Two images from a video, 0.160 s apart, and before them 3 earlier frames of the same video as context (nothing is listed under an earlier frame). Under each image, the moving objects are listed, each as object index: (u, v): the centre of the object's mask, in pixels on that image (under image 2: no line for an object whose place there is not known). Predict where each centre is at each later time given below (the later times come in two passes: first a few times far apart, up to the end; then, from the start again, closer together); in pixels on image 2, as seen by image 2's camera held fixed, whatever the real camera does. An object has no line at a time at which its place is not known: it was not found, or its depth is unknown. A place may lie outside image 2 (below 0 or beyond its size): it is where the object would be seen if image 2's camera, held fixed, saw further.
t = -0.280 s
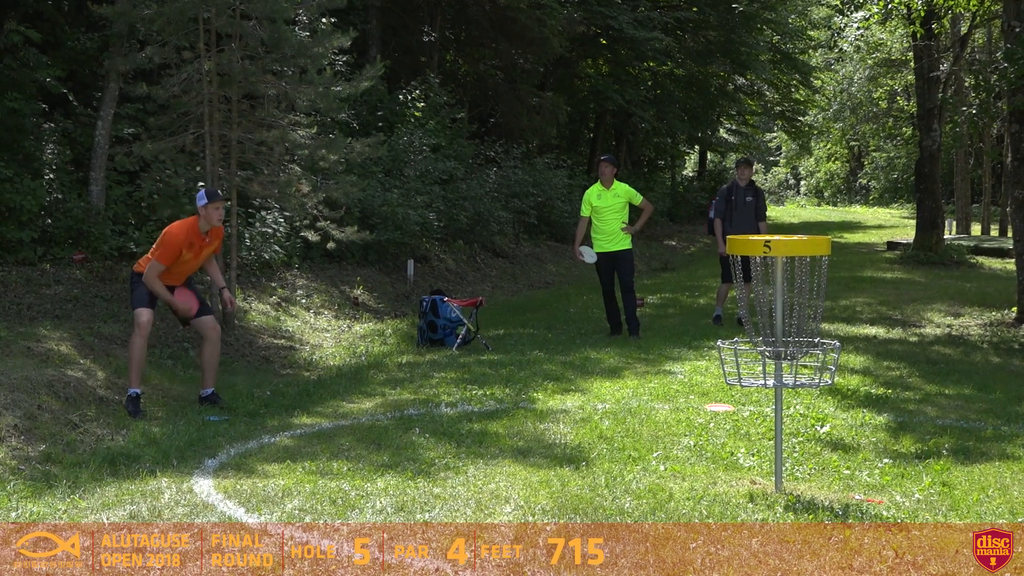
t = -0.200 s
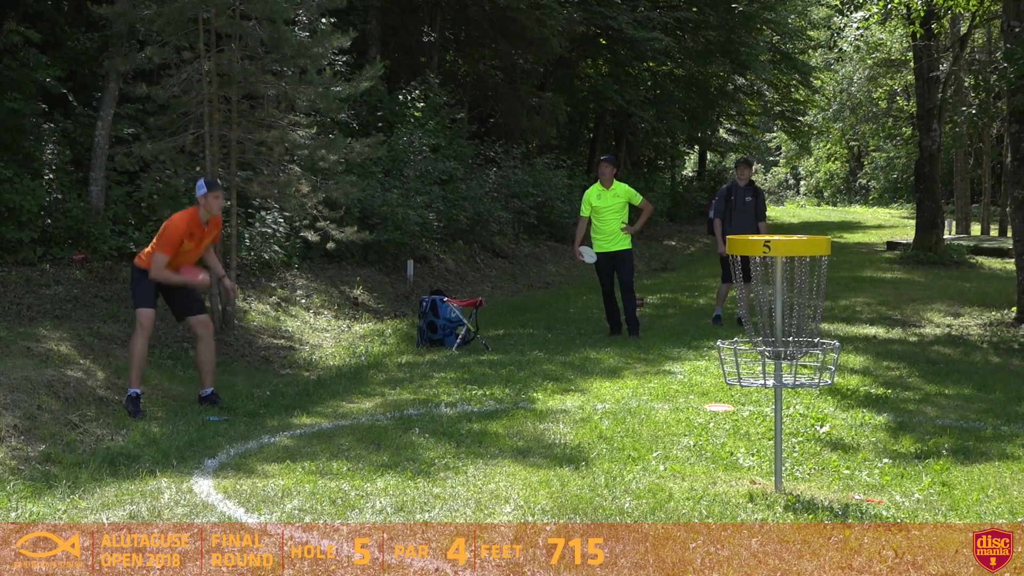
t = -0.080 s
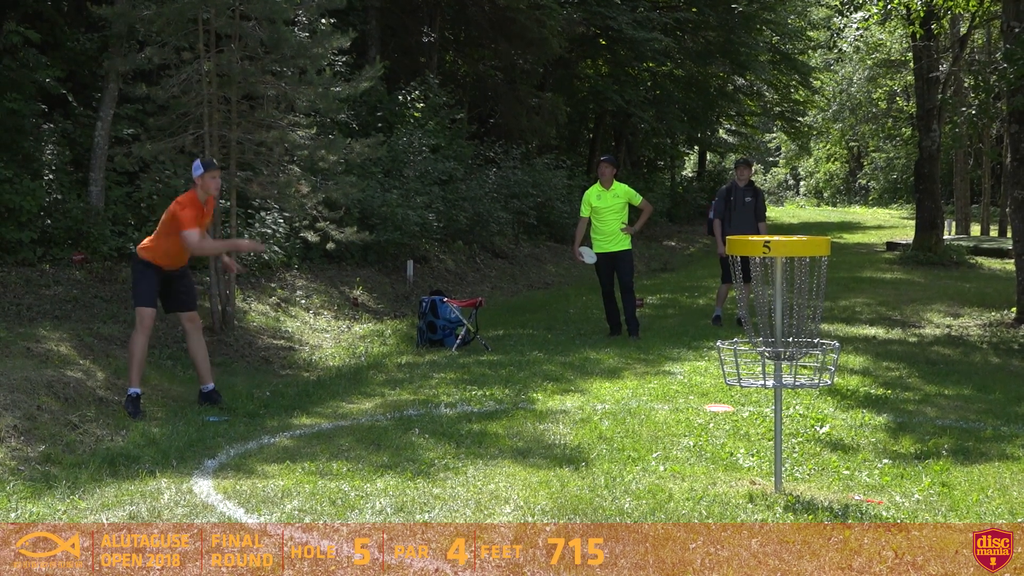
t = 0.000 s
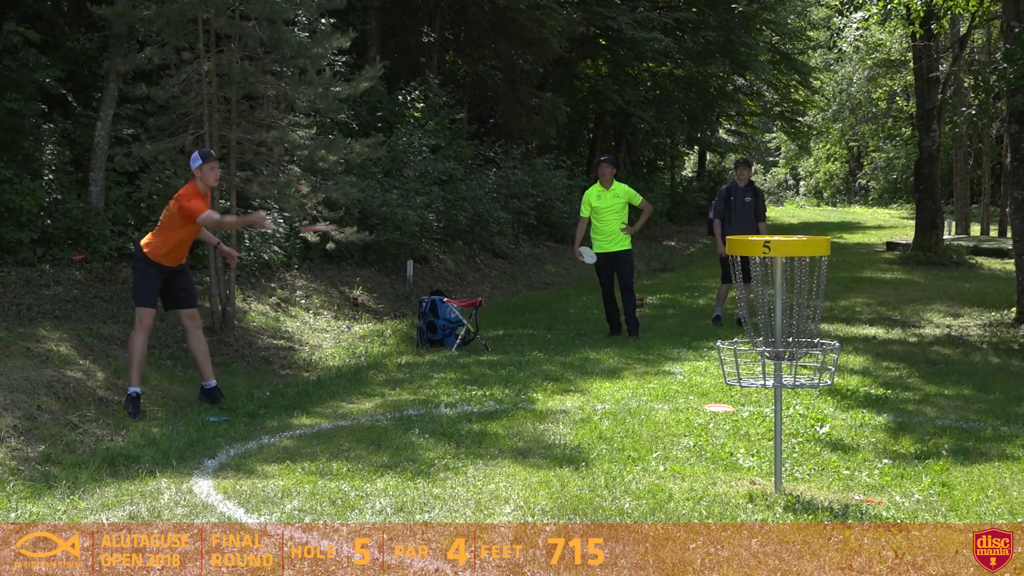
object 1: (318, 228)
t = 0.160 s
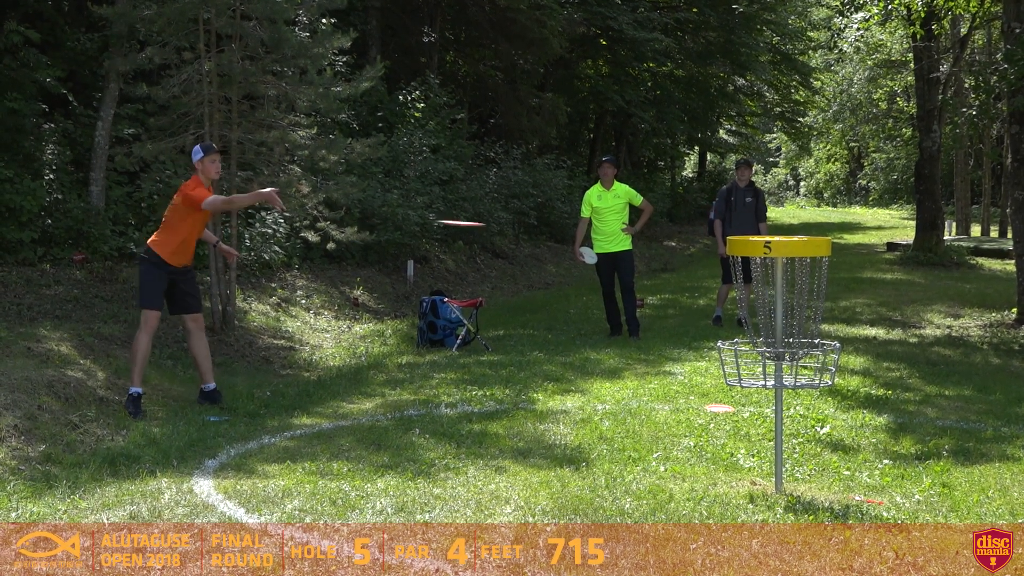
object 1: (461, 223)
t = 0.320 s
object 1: (625, 259)
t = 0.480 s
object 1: (761, 308)
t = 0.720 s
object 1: (789, 333)
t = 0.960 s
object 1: (787, 340)
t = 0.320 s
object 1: (625, 259)
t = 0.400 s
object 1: (712, 290)
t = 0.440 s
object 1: (745, 303)
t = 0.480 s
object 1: (761, 308)
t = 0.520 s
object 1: (772, 312)
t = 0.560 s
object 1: (781, 316)
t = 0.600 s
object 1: (784, 319)
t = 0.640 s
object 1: (786, 323)
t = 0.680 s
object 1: (787, 328)
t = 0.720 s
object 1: (789, 333)
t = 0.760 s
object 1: (790, 340)
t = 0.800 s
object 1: (789, 340)
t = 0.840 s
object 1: (789, 340)
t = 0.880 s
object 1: (788, 339)
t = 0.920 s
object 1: (788, 339)
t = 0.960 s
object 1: (787, 340)
